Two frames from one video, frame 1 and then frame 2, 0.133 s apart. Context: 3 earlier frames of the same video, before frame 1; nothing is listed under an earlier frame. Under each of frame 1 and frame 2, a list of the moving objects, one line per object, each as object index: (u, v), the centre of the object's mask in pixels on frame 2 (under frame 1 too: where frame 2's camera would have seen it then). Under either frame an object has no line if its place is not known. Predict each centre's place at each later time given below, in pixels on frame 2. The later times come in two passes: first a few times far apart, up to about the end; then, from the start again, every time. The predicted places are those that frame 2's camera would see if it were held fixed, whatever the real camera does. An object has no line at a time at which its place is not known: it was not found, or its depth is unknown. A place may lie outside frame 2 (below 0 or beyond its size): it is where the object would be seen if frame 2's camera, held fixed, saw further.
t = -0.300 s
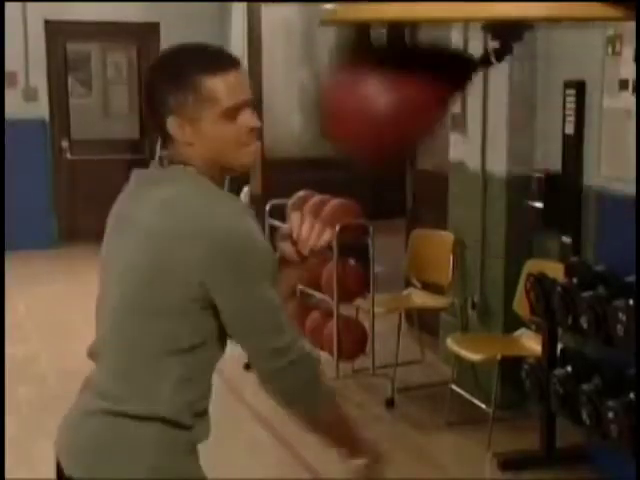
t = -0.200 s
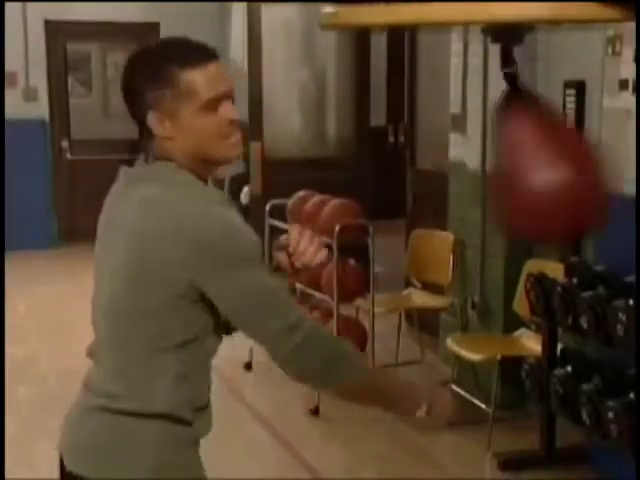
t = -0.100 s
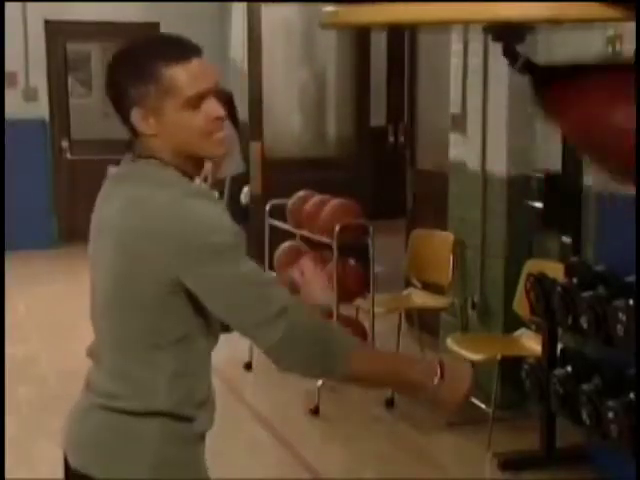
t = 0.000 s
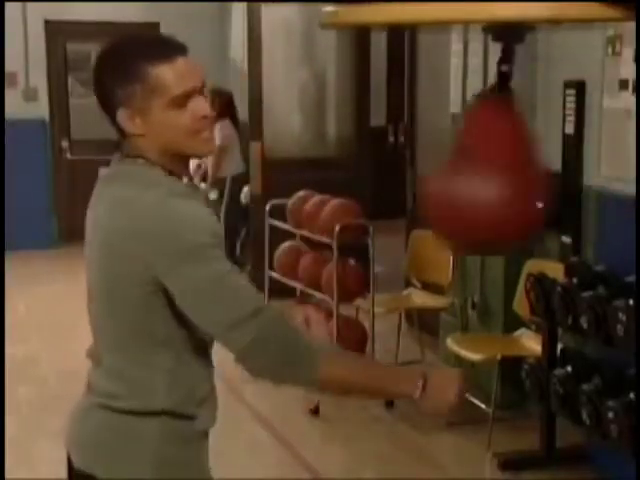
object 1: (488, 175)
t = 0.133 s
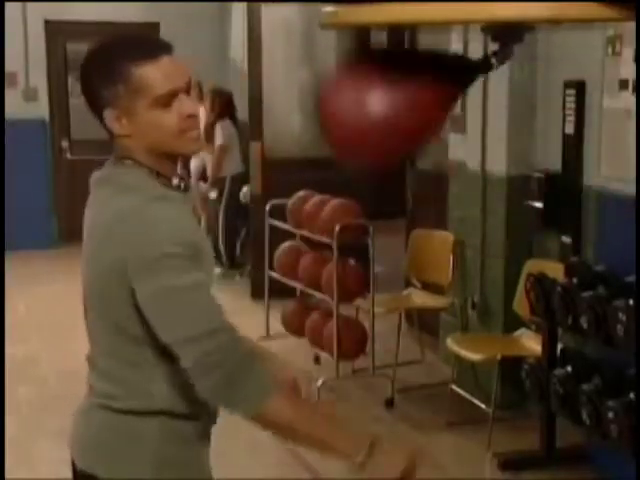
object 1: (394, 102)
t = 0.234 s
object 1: (476, 169)
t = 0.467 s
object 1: (582, 132)
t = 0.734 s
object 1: (395, 99)
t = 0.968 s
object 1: (496, 176)
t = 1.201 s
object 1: (589, 91)
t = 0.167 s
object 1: (409, 130)
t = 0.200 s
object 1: (437, 154)
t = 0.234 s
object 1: (476, 169)
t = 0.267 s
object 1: (521, 172)
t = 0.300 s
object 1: (563, 162)
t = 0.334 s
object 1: (581, 138)
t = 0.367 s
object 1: (587, 105)
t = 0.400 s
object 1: (590, 85)
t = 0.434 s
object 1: (587, 106)
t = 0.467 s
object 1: (582, 132)
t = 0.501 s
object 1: (571, 157)
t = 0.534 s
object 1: (543, 171)
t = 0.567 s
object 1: (506, 176)
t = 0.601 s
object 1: (469, 171)
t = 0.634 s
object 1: (437, 156)
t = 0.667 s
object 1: (418, 137)
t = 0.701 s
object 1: (404, 116)
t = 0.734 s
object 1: (395, 99)
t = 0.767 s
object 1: (393, 90)
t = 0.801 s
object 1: (400, 107)
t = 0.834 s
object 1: (408, 123)
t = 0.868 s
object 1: (419, 140)
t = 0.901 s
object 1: (438, 158)
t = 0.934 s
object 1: (463, 170)
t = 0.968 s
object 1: (496, 176)
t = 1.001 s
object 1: (532, 174)
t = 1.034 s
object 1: (560, 168)
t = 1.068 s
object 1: (575, 150)
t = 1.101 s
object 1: (583, 130)
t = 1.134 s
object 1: (587, 112)
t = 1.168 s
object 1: (589, 100)
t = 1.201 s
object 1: (589, 91)
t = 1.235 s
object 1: (589, 86)
